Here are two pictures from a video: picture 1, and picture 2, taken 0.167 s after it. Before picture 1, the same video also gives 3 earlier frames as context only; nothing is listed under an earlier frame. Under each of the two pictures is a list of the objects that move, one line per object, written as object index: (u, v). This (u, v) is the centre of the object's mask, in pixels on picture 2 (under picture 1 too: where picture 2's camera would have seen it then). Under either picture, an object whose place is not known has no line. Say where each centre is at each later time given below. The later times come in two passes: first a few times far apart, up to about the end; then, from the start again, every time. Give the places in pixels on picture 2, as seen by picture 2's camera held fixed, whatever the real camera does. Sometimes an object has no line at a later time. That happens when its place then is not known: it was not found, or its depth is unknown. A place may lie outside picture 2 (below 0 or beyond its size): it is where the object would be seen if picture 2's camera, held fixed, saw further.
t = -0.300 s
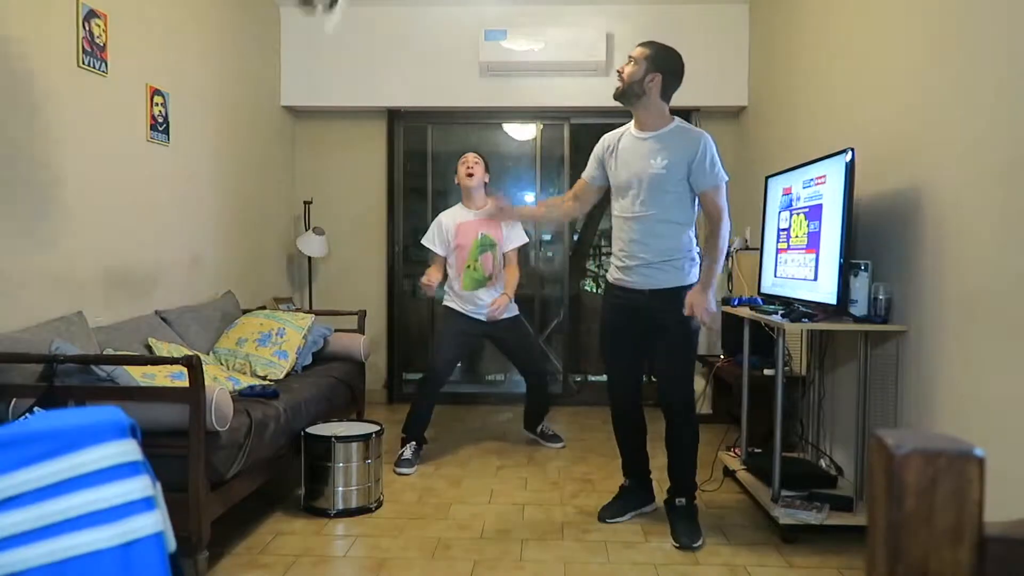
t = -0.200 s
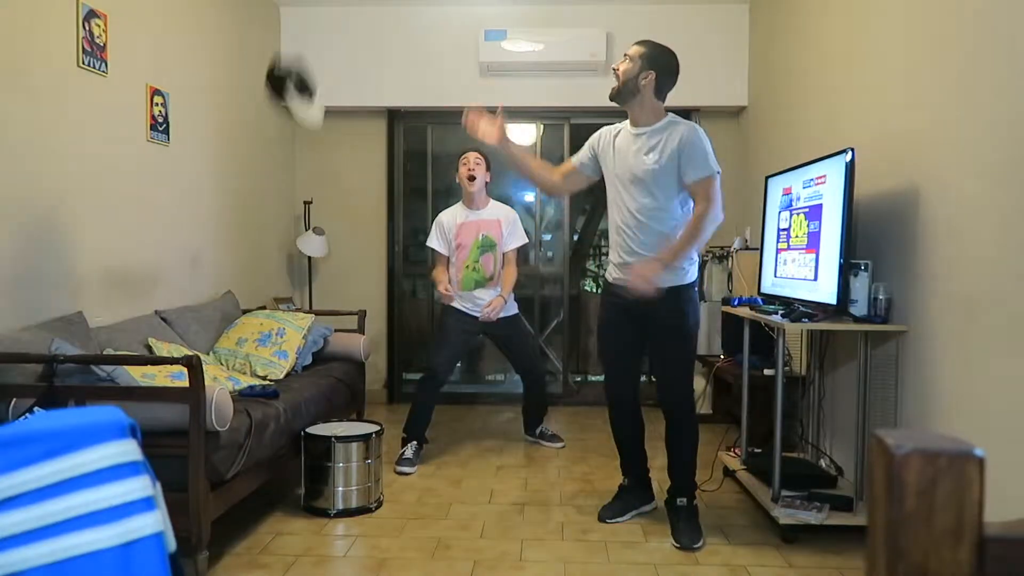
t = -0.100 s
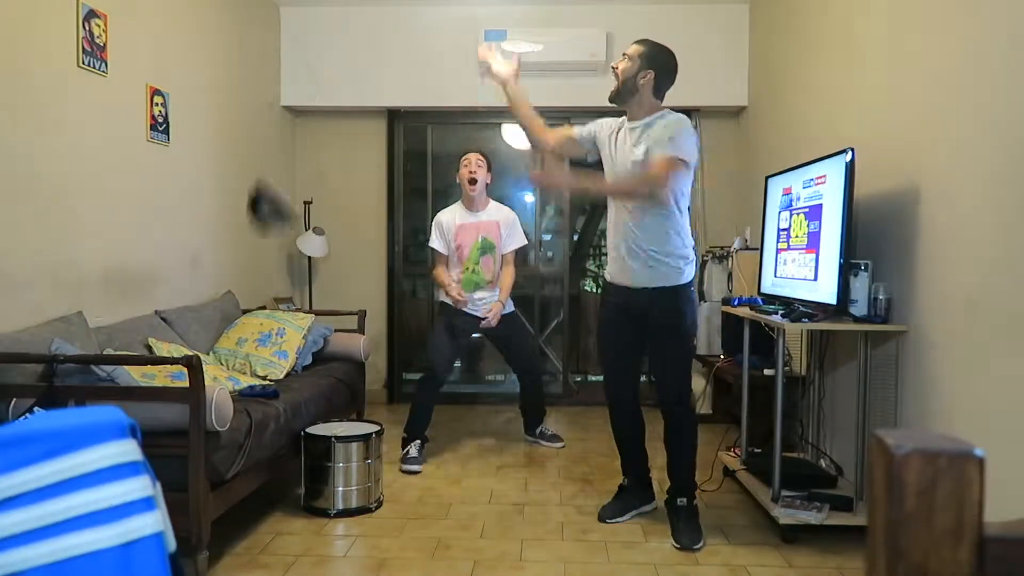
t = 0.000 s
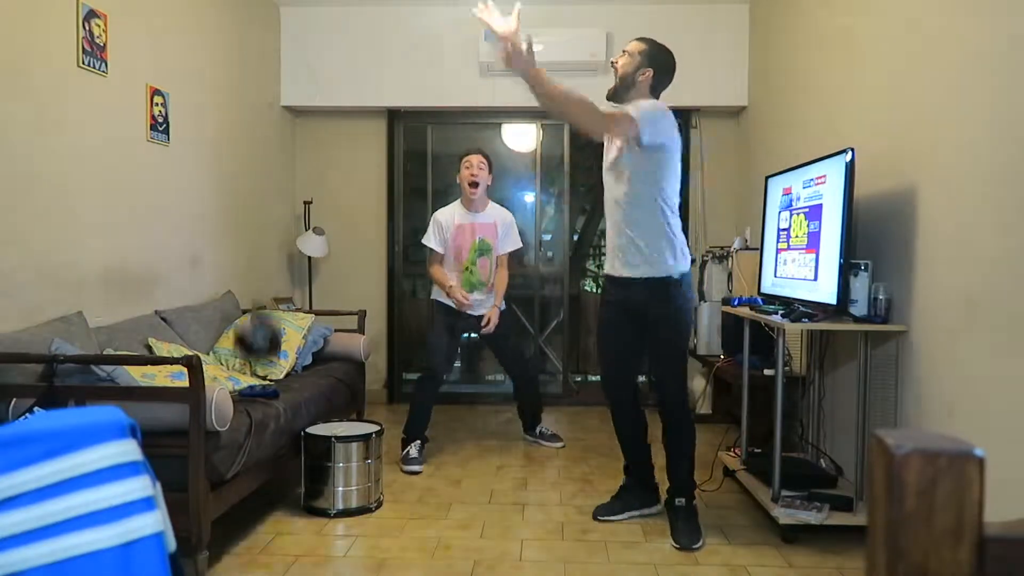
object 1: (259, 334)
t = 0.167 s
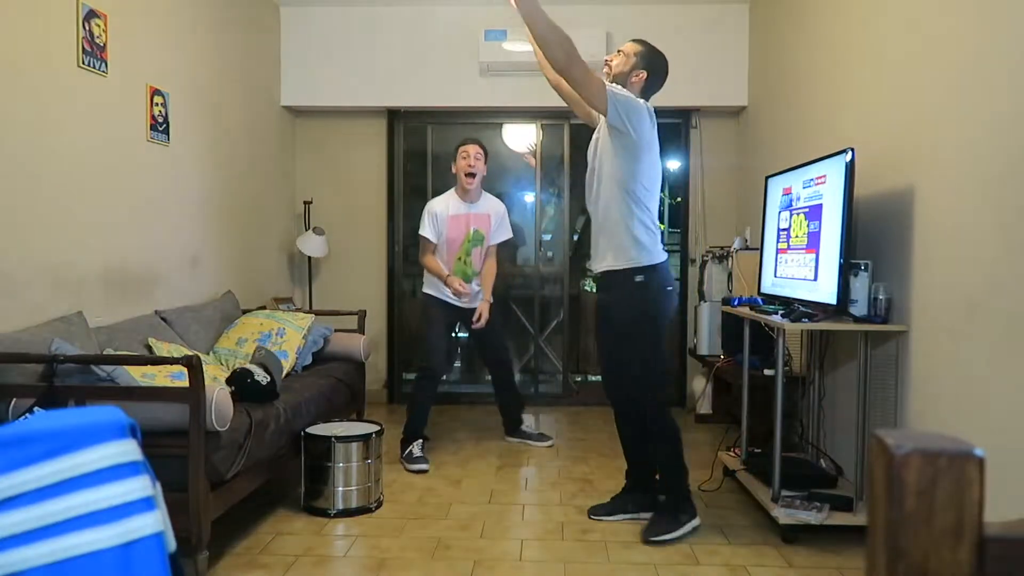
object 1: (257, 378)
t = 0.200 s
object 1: (259, 377)
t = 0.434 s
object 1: (267, 385)
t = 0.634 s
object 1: (269, 387)
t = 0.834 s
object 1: (279, 384)
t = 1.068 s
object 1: (310, 405)
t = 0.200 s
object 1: (259, 377)
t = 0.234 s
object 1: (260, 378)
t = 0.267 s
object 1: (262, 380)
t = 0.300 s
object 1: (263, 382)
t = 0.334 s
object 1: (264, 385)
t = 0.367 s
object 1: (265, 385)
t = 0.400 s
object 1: (266, 384)
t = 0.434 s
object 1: (267, 385)
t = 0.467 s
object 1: (267, 385)
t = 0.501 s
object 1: (267, 385)
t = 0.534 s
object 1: (268, 386)
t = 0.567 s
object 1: (268, 386)
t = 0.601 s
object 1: (269, 386)
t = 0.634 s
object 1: (269, 387)
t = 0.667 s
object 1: (269, 386)
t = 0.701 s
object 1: (270, 386)
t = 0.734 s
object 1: (271, 385)
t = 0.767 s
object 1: (273, 384)
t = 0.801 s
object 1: (275, 384)
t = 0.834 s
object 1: (279, 384)
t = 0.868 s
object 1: (283, 386)
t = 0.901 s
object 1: (288, 389)
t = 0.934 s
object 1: (293, 395)
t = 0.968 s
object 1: (298, 399)
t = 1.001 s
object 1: (303, 400)
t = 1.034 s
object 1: (307, 404)
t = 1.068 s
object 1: (310, 405)
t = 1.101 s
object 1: (314, 403)
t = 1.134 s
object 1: (316, 405)
